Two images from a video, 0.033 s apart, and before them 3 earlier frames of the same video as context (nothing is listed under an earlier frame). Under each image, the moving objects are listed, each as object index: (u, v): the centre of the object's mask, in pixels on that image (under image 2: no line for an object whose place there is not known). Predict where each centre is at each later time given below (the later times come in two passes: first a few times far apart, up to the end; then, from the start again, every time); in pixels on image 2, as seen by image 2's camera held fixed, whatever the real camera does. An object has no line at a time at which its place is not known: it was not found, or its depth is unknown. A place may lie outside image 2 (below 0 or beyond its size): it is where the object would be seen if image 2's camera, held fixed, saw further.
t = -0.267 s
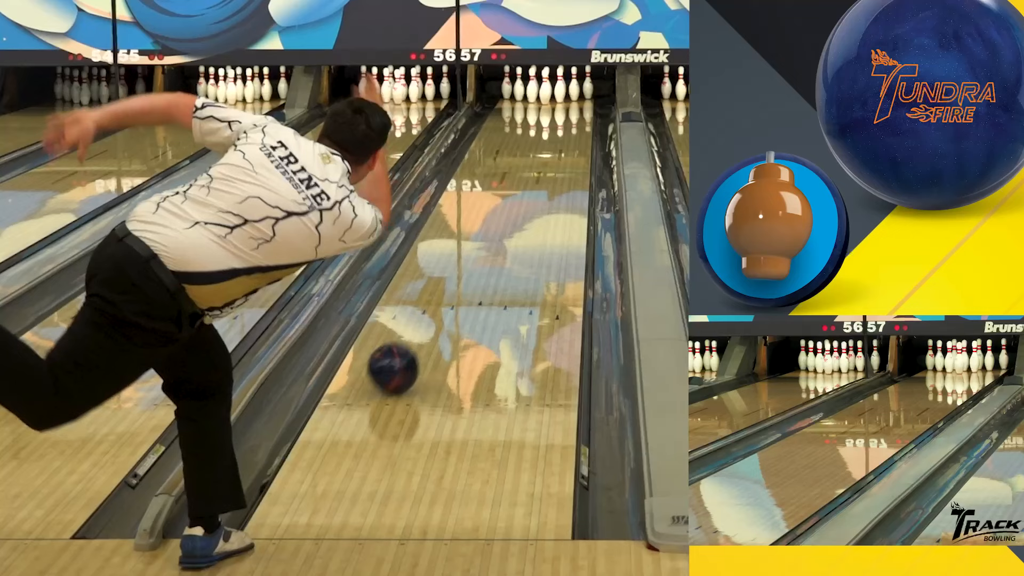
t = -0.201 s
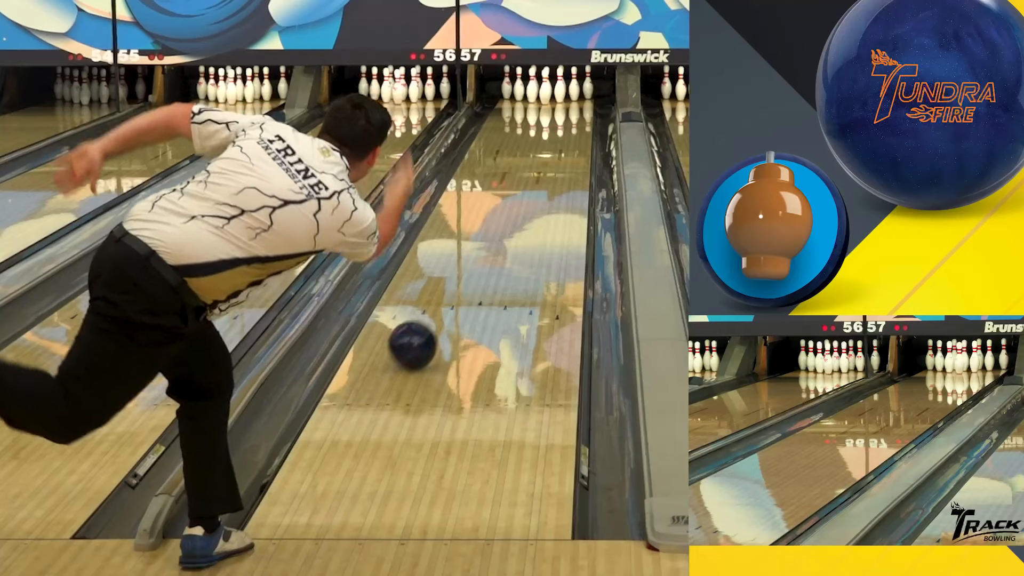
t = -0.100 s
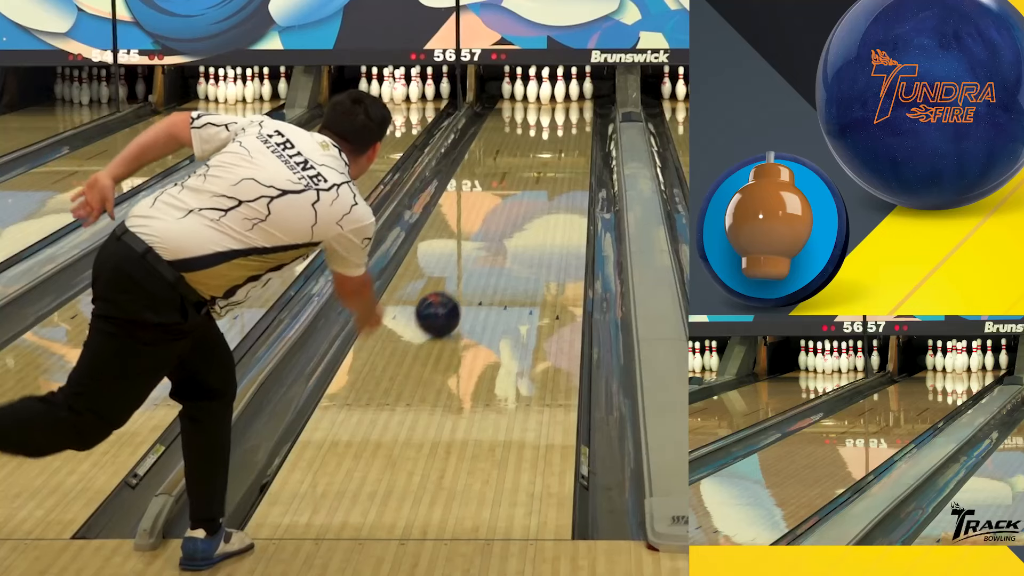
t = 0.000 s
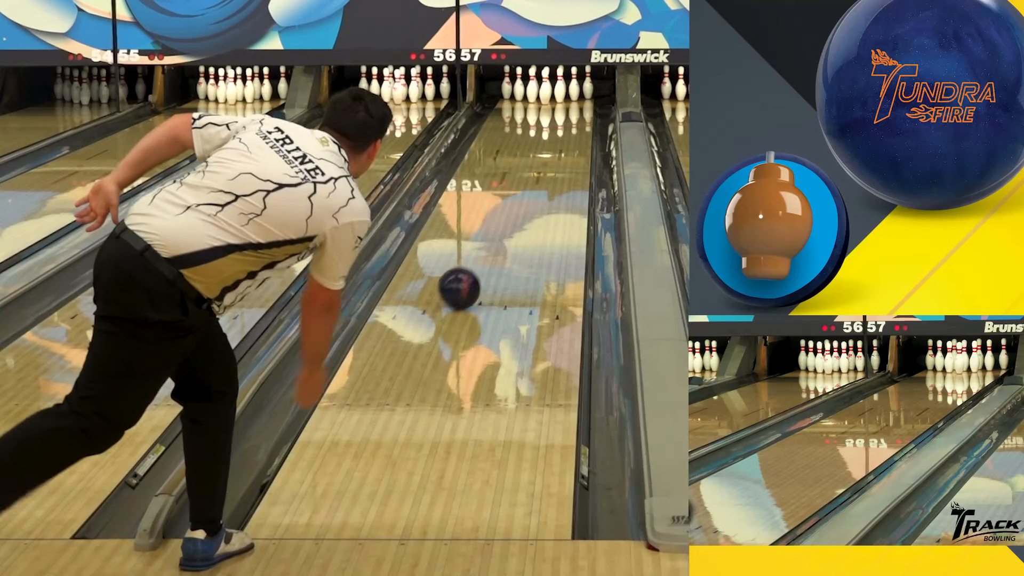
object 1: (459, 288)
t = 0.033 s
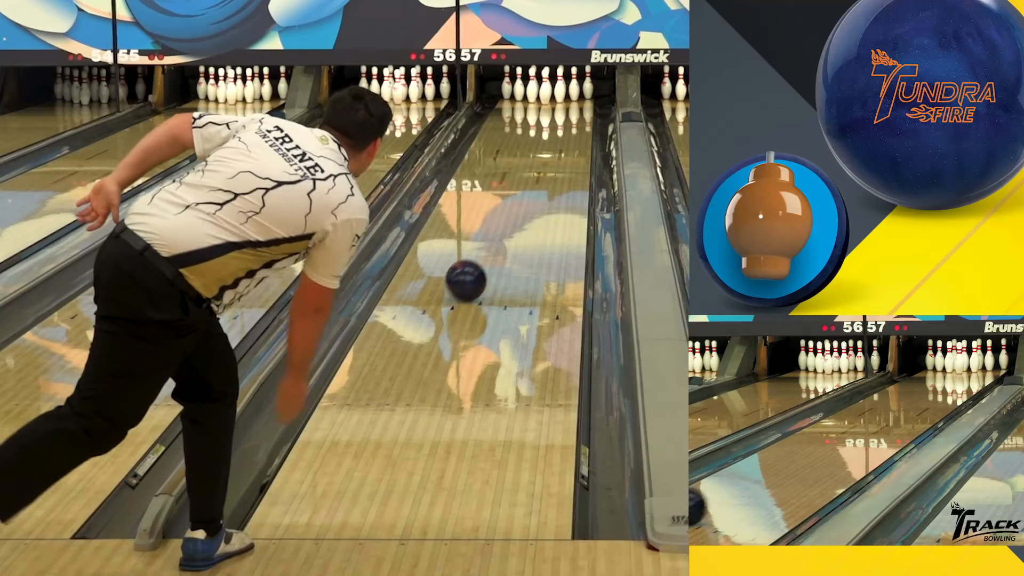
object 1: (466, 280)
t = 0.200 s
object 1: (494, 245)
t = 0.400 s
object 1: (521, 211)
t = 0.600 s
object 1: (542, 183)
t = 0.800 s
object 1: (558, 161)
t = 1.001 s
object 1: (570, 142)
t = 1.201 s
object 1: (575, 126)
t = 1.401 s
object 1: (574, 113)
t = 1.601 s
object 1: (564, 103)
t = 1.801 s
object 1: (554, 94)
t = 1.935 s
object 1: (553, 91)
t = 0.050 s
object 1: (469, 277)
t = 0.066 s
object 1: (472, 273)
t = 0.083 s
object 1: (475, 269)
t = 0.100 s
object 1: (478, 266)
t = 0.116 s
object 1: (481, 262)
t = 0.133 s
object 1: (484, 259)
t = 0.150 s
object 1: (487, 255)
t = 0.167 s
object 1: (489, 252)
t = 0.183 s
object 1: (492, 249)
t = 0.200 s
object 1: (494, 245)
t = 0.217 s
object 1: (497, 242)
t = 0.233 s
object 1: (499, 239)
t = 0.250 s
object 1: (501, 236)
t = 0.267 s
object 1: (504, 233)
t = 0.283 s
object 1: (506, 230)
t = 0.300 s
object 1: (509, 227)
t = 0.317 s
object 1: (511, 224)
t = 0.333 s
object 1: (513, 222)
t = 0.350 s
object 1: (515, 219)
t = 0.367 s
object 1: (517, 216)
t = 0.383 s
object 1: (519, 214)
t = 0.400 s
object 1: (521, 211)
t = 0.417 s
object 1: (523, 209)
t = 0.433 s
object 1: (525, 206)
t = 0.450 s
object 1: (527, 204)
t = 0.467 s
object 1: (529, 202)
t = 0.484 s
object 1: (530, 199)
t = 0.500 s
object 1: (532, 197)
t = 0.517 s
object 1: (534, 195)
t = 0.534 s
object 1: (536, 192)
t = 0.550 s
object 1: (537, 190)
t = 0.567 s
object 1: (539, 188)
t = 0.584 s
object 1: (540, 186)
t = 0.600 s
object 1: (542, 183)
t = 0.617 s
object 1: (543, 181)
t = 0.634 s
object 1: (545, 179)
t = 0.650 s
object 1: (547, 177)
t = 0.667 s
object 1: (548, 175)
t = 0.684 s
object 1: (549, 173)
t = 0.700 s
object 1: (551, 171)
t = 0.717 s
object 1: (552, 170)
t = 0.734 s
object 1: (553, 168)
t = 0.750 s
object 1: (554, 166)
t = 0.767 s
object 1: (556, 164)
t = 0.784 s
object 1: (557, 162)
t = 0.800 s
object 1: (558, 161)
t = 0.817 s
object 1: (559, 159)
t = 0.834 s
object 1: (561, 157)
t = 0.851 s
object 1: (562, 156)
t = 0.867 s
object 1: (563, 154)
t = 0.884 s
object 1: (564, 152)
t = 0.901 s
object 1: (565, 151)
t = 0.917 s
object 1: (566, 149)
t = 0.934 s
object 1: (567, 148)
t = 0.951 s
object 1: (567, 146)
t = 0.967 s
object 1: (568, 145)
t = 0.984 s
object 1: (569, 143)
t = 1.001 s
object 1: (570, 142)
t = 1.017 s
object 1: (571, 141)
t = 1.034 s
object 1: (571, 139)
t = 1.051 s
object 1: (572, 138)
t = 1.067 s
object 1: (573, 136)
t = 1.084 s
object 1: (573, 135)
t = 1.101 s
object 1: (574, 133)
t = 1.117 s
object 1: (574, 132)
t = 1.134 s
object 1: (574, 131)
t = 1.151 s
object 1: (575, 130)
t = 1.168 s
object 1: (575, 128)
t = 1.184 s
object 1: (575, 127)
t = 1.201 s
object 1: (575, 126)
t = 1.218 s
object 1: (575, 125)
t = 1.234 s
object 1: (576, 124)
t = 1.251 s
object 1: (576, 122)
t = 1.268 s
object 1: (576, 121)
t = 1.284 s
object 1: (576, 120)
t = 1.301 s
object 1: (575, 119)
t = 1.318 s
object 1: (575, 118)
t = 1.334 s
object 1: (575, 117)
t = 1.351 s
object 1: (574, 116)
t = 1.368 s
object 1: (574, 115)
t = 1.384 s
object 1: (574, 114)
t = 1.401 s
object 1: (574, 113)
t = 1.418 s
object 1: (573, 112)
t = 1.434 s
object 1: (573, 111)
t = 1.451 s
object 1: (572, 110)
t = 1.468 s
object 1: (572, 110)
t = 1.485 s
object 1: (571, 109)
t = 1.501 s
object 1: (570, 107)
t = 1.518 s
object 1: (569, 107)
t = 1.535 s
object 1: (568, 106)
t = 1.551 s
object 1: (568, 105)
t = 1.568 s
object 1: (567, 104)
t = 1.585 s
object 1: (565, 103)
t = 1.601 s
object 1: (564, 103)
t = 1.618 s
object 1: (563, 102)
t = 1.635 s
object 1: (562, 101)
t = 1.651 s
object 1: (561, 100)
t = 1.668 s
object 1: (560, 100)
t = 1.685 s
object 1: (559, 99)
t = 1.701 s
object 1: (557, 98)
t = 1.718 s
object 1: (556, 97)
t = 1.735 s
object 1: (555, 96)
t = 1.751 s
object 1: (554, 96)
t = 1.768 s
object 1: (554, 95)
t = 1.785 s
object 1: (554, 95)
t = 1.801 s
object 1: (554, 94)
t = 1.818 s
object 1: (554, 94)
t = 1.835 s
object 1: (553, 93)
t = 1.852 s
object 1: (553, 93)
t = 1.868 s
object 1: (552, 92)
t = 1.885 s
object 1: (552, 92)
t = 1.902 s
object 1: (552, 91)
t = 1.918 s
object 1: (553, 91)
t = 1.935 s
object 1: (553, 91)
